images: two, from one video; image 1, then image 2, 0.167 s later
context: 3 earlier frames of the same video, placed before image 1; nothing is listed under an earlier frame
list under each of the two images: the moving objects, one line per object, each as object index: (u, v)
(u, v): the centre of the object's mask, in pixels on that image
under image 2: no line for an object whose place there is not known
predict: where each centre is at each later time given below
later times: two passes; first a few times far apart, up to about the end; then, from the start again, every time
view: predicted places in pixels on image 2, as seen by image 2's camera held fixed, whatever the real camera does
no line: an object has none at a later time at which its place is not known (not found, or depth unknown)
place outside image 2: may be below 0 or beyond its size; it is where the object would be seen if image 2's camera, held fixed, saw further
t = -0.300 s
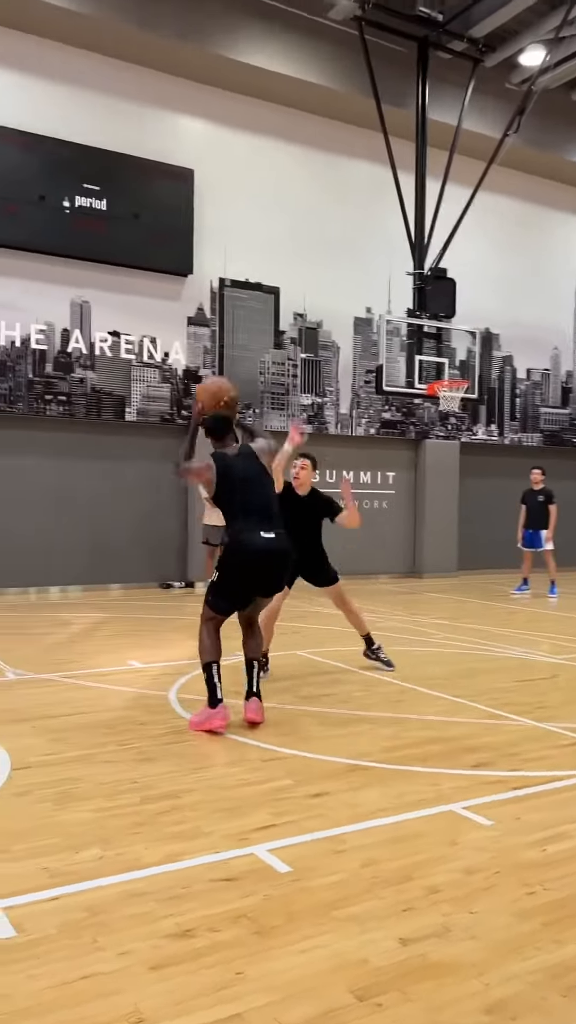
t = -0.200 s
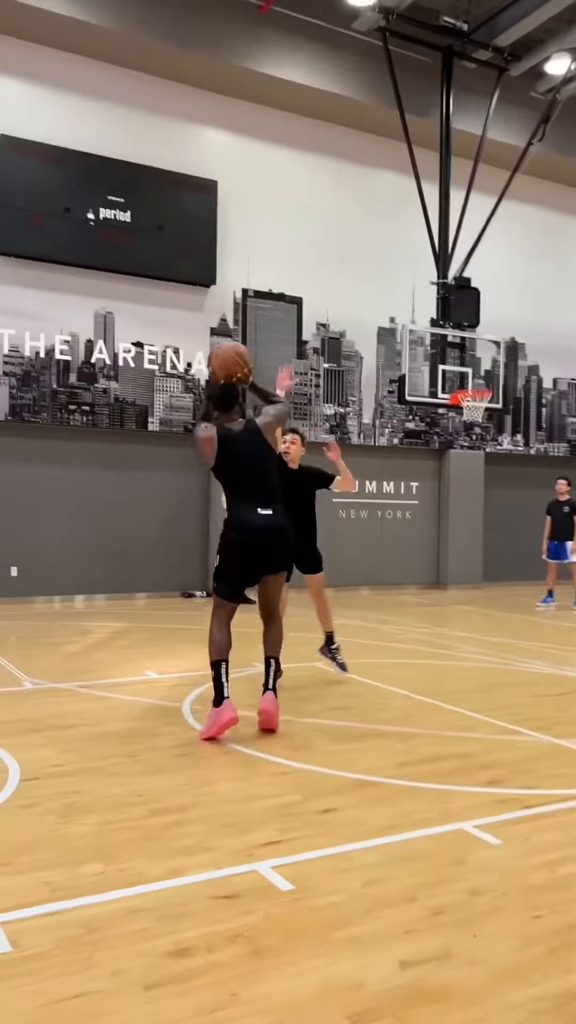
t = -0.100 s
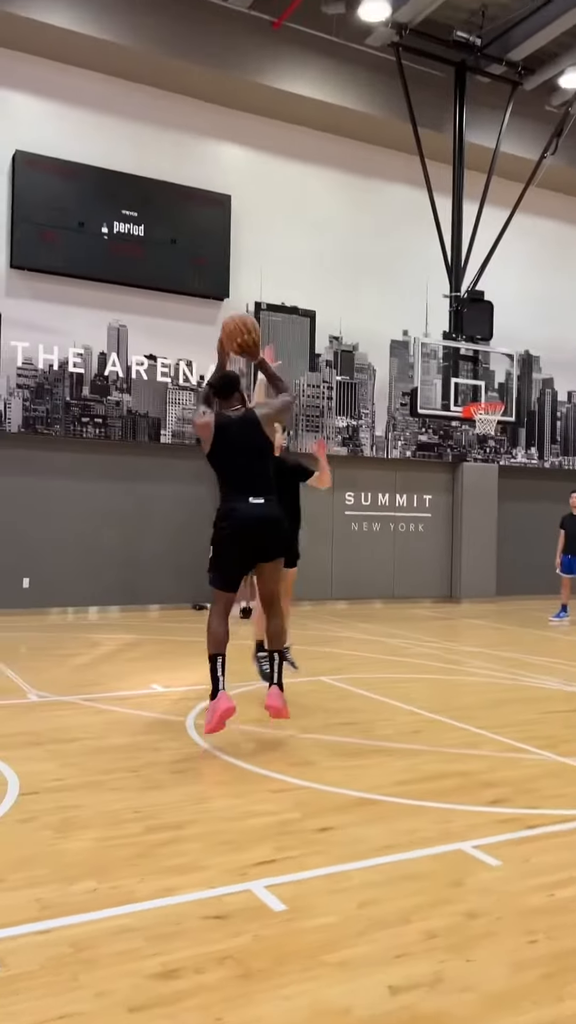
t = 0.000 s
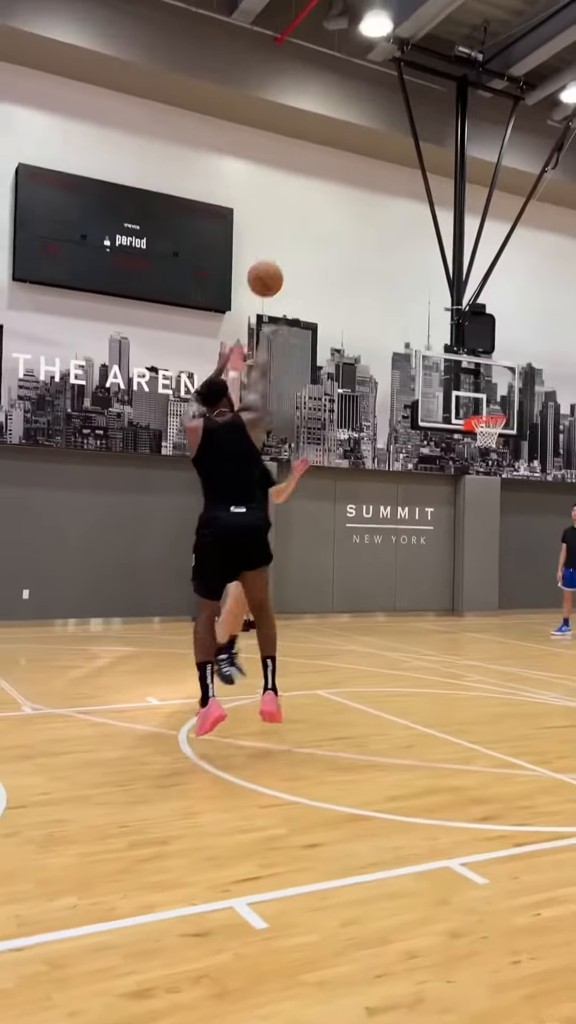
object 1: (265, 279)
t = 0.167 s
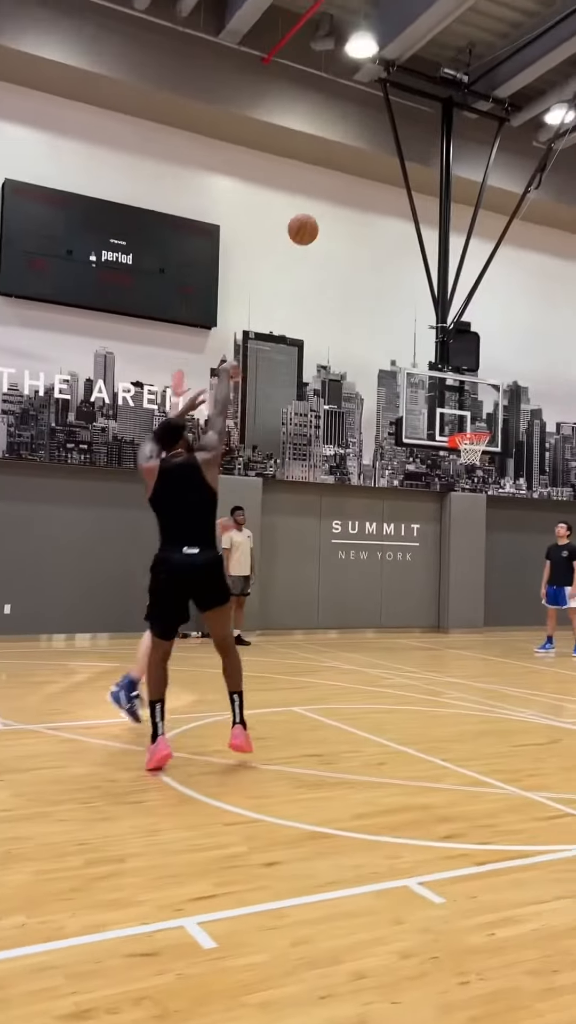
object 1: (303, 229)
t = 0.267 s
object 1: (330, 214)
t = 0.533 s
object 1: (384, 227)
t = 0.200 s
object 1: (312, 222)
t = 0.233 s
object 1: (321, 217)
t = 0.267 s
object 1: (330, 214)
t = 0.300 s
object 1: (338, 211)
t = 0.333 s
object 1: (345, 210)
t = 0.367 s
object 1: (353, 211)
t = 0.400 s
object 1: (360, 212)
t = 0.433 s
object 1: (366, 214)
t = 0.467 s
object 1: (372, 218)
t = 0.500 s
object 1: (379, 222)
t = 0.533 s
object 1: (384, 227)
